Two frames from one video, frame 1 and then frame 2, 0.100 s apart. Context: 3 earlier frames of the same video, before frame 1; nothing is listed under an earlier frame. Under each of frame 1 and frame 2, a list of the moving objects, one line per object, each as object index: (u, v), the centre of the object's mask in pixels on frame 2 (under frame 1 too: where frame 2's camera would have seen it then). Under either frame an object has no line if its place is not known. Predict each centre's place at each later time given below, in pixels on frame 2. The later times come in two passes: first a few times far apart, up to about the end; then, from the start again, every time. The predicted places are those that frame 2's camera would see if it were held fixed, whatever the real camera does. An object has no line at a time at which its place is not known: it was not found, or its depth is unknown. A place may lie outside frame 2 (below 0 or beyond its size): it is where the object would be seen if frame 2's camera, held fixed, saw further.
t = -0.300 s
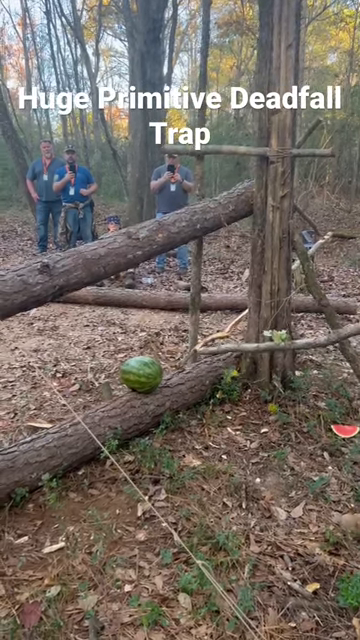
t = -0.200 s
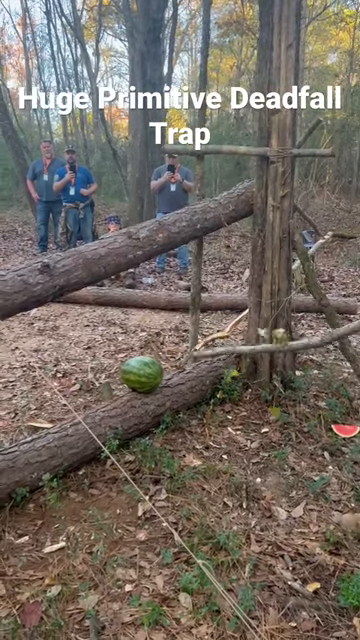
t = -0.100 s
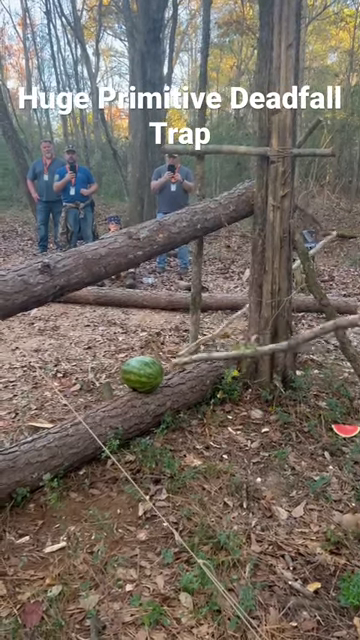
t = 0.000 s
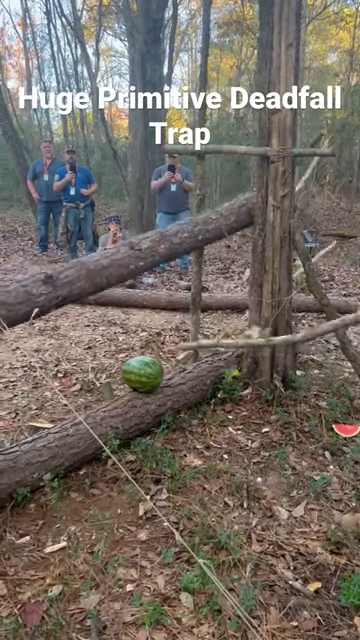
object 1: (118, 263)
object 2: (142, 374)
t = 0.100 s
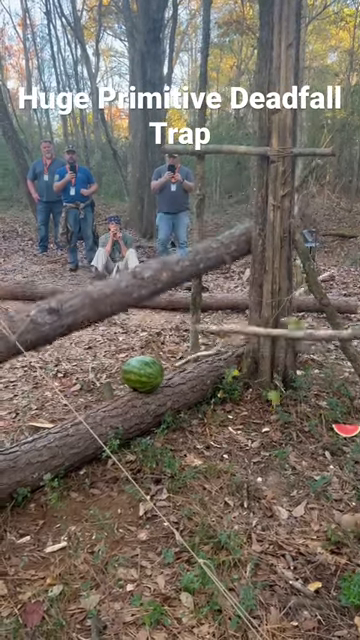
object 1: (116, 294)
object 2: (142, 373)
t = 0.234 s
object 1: (115, 363)
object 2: (147, 383)
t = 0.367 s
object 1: (116, 378)
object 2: (211, 431)
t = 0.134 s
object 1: (118, 308)
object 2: (142, 373)
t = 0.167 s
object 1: (117, 324)
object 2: (142, 373)
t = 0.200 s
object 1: (115, 344)
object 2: (142, 373)
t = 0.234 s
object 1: (115, 363)
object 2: (147, 383)
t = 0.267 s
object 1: (114, 383)
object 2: (154, 398)
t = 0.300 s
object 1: (116, 385)
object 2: (177, 407)
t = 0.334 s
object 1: (116, 381)
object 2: (193, 418)
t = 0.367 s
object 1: (116, 378)
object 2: (211, 431)
